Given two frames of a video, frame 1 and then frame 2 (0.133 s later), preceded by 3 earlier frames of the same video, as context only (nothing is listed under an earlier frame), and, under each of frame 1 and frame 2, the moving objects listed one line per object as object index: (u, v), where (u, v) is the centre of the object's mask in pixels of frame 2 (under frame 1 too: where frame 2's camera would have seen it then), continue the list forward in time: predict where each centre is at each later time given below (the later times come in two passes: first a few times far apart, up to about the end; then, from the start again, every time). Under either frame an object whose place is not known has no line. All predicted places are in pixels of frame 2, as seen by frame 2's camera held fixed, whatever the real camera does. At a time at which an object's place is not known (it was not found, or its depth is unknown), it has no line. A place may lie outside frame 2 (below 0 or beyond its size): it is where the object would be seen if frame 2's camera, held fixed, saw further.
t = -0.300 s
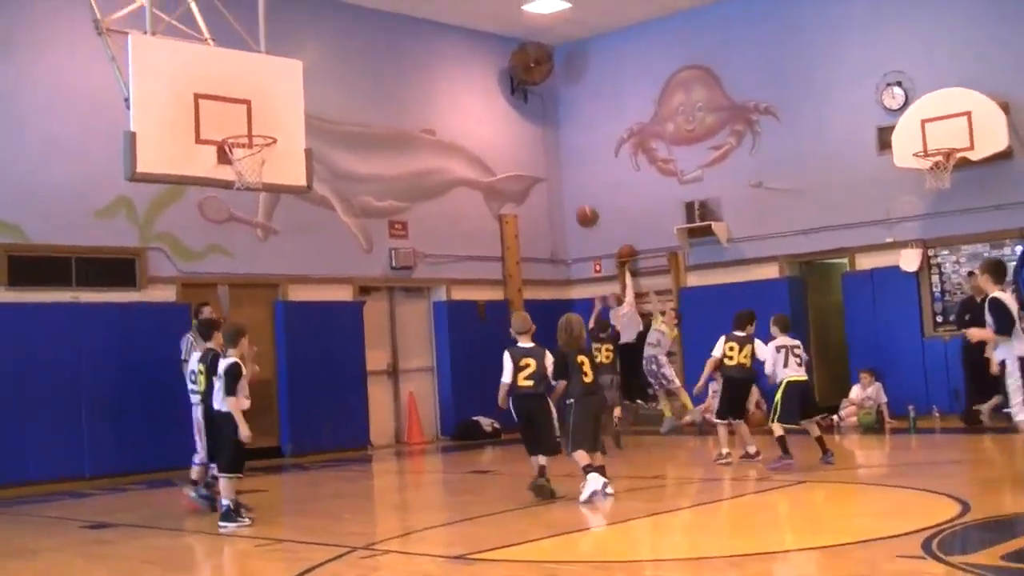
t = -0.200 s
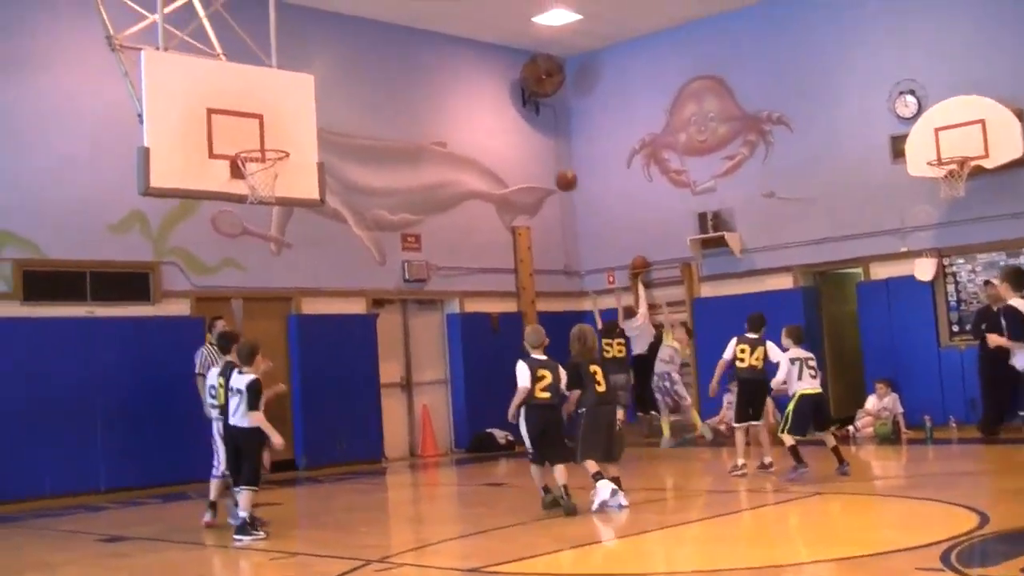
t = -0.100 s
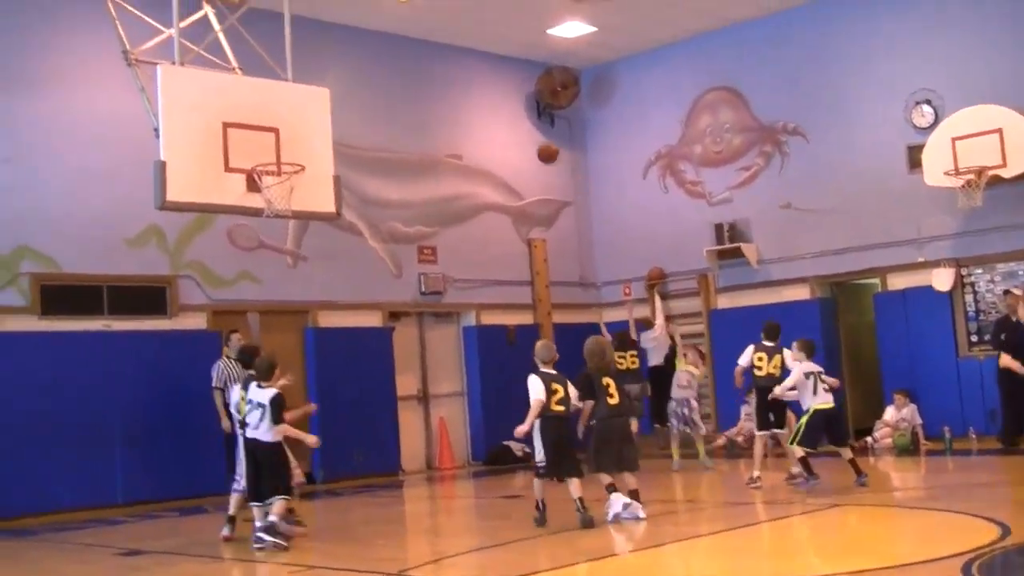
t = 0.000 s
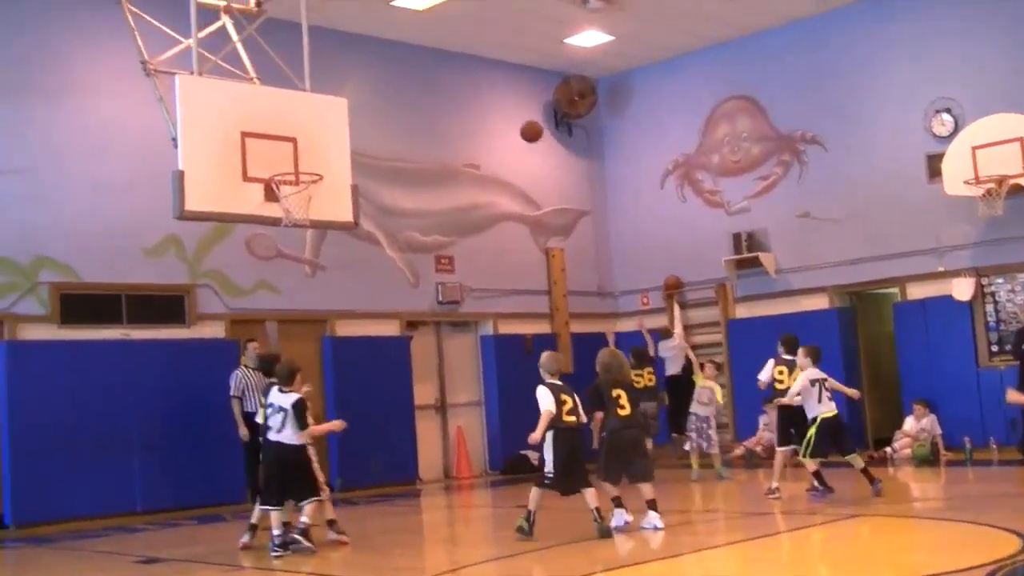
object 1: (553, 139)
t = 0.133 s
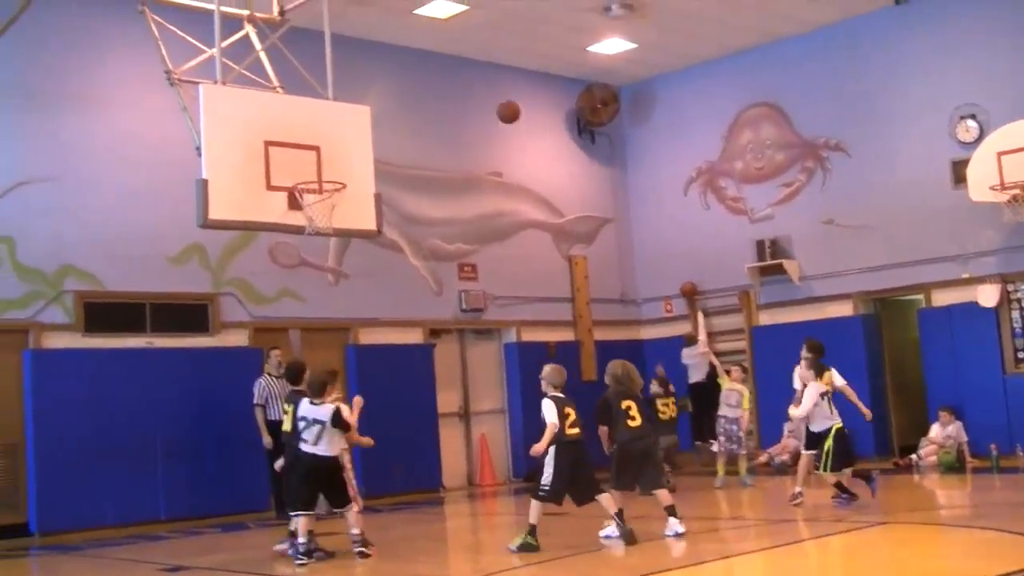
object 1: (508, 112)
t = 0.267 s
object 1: (462, 101)
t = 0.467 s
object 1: (392, 118)
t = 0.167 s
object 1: (496, 107)
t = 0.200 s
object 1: (485, 104)
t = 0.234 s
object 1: (474, 102)
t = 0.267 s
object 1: (462, 101)
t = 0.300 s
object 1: (451, 101)
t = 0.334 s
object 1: (439, 102)
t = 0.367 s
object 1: (428, 104)
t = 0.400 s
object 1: (416, 108)
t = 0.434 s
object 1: (403, 112)
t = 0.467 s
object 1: (392, 118)
